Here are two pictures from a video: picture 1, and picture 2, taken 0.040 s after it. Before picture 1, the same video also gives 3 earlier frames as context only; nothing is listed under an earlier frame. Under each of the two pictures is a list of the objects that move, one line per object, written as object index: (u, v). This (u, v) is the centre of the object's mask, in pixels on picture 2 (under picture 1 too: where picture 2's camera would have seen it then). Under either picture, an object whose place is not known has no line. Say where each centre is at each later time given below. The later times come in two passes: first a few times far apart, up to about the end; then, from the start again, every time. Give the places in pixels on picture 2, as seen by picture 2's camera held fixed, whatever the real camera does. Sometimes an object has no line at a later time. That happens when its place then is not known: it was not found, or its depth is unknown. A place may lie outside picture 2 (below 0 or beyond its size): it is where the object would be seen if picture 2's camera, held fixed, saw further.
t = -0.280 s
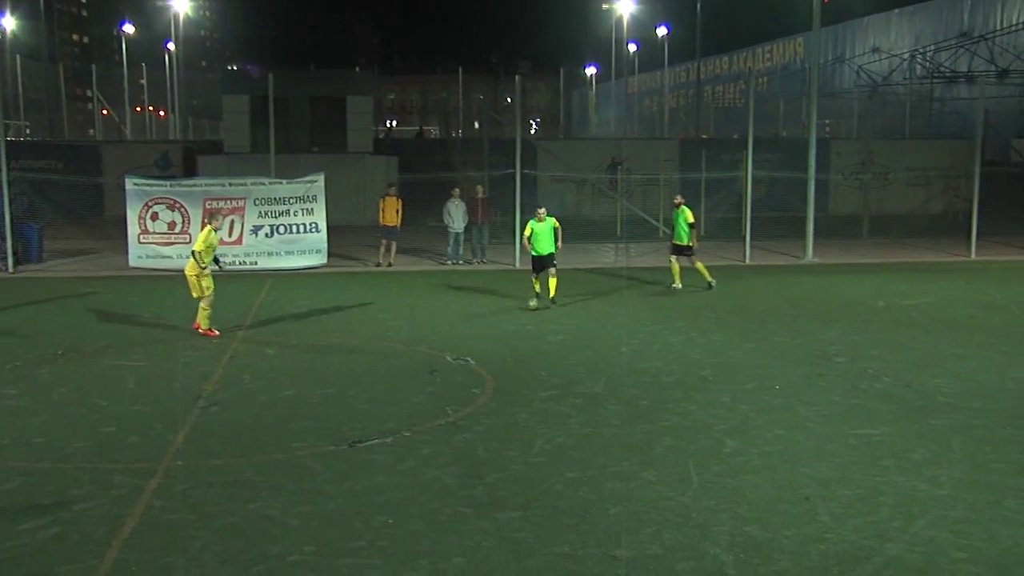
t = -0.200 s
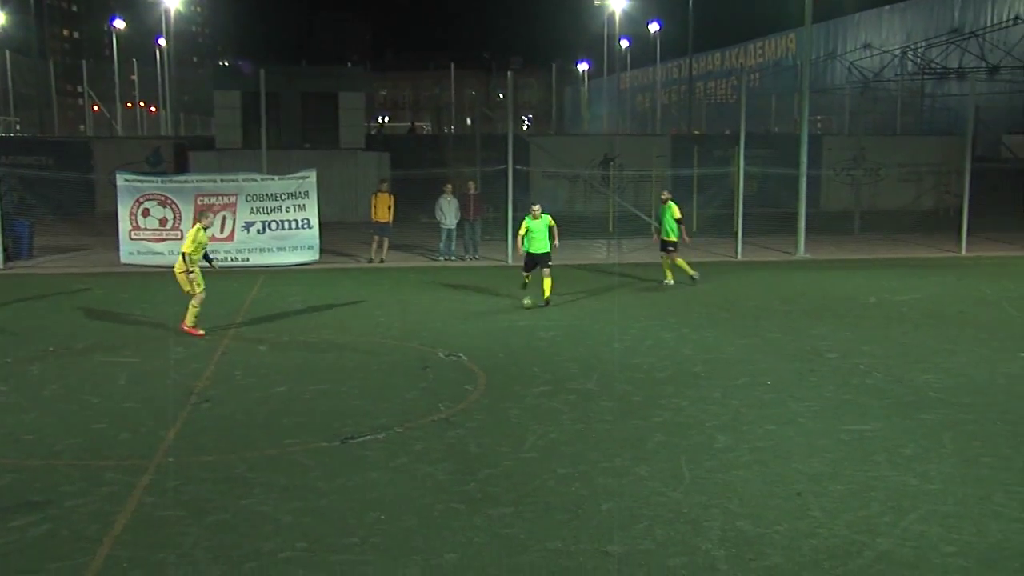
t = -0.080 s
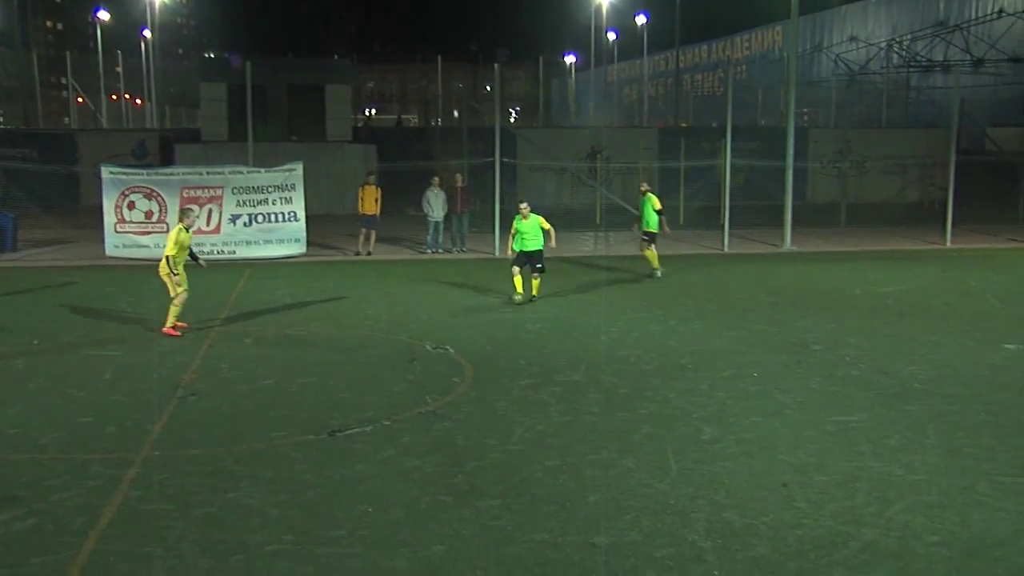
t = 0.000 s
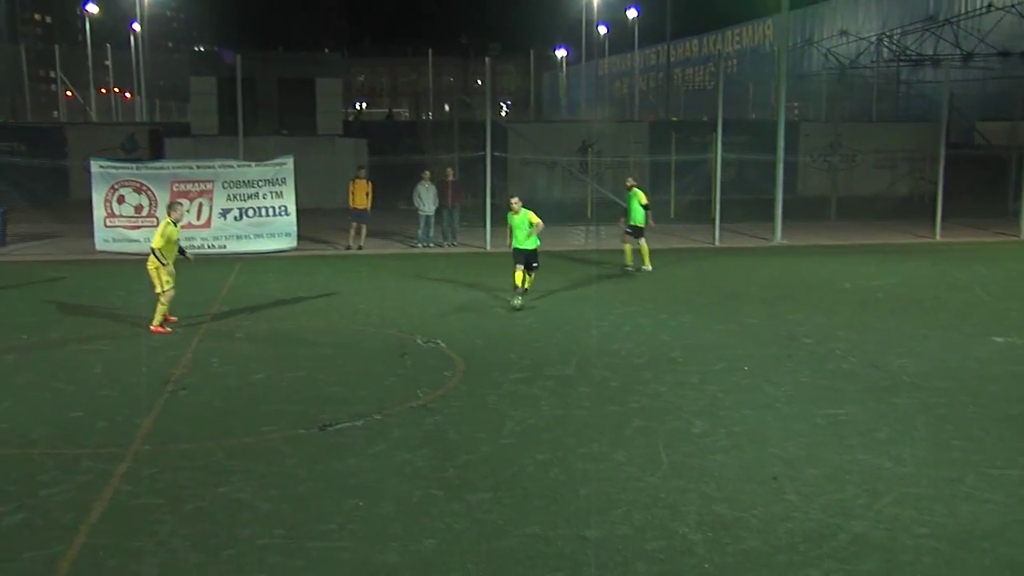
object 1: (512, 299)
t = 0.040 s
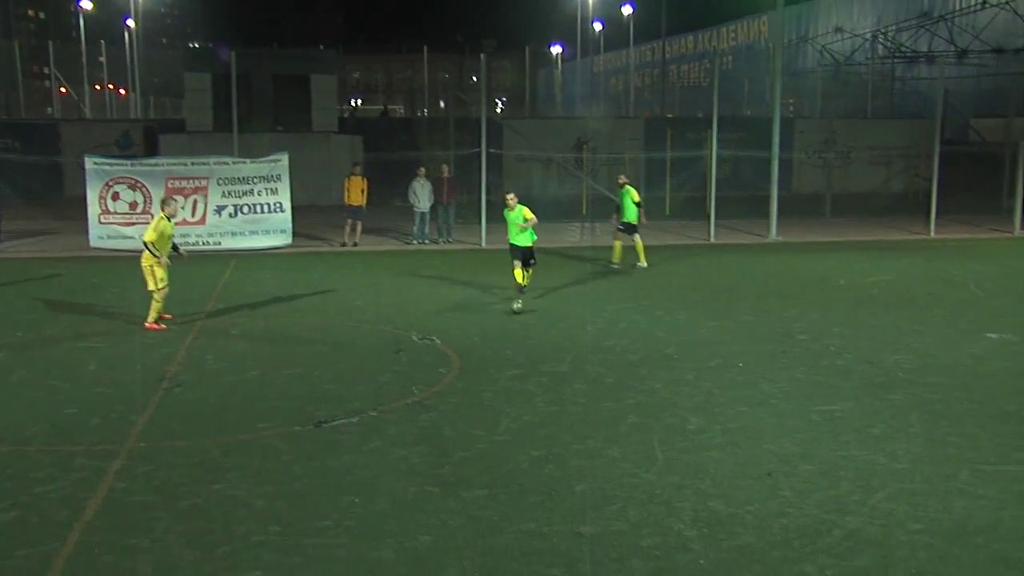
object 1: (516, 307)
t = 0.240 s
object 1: (546, 344)
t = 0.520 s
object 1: (607, 415)
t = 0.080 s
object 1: (522, 313)
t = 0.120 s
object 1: (528, 320)
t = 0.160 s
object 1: (533, 326)
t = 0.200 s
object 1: (539, 335)
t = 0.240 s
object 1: (546, 344)
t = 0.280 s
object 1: (552, 352)
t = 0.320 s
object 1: (560, 362)
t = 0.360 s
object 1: (568, 371)
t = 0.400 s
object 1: (577, 381)
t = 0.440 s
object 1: (586, 392)
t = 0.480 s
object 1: (596, 403)
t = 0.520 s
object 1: (607, 415)
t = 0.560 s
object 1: (617, 428)
